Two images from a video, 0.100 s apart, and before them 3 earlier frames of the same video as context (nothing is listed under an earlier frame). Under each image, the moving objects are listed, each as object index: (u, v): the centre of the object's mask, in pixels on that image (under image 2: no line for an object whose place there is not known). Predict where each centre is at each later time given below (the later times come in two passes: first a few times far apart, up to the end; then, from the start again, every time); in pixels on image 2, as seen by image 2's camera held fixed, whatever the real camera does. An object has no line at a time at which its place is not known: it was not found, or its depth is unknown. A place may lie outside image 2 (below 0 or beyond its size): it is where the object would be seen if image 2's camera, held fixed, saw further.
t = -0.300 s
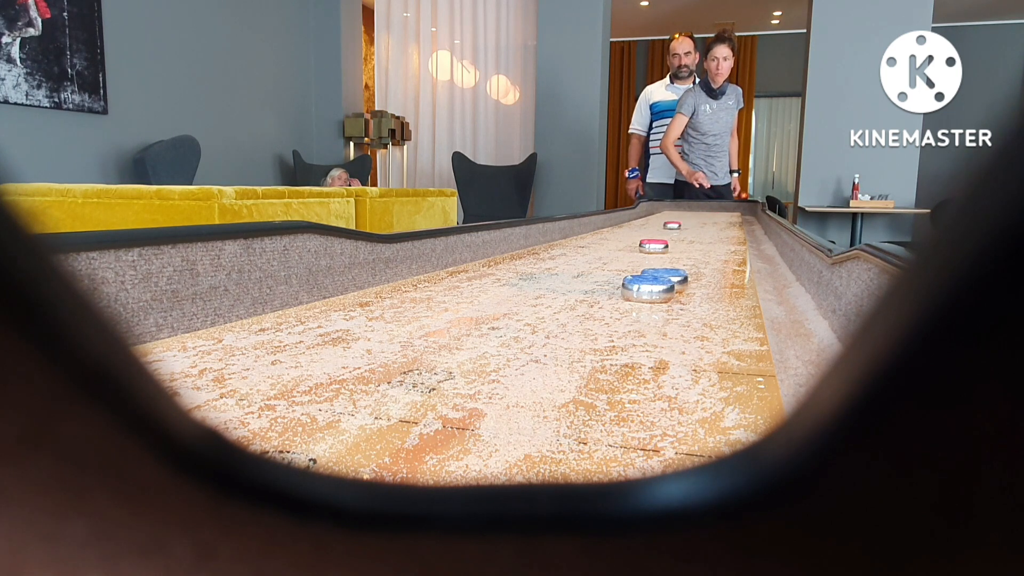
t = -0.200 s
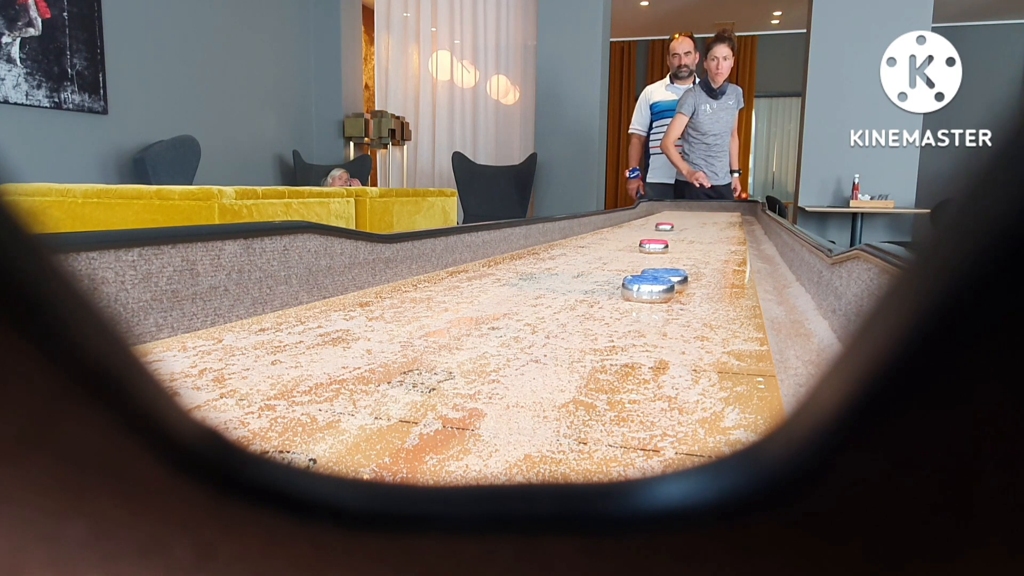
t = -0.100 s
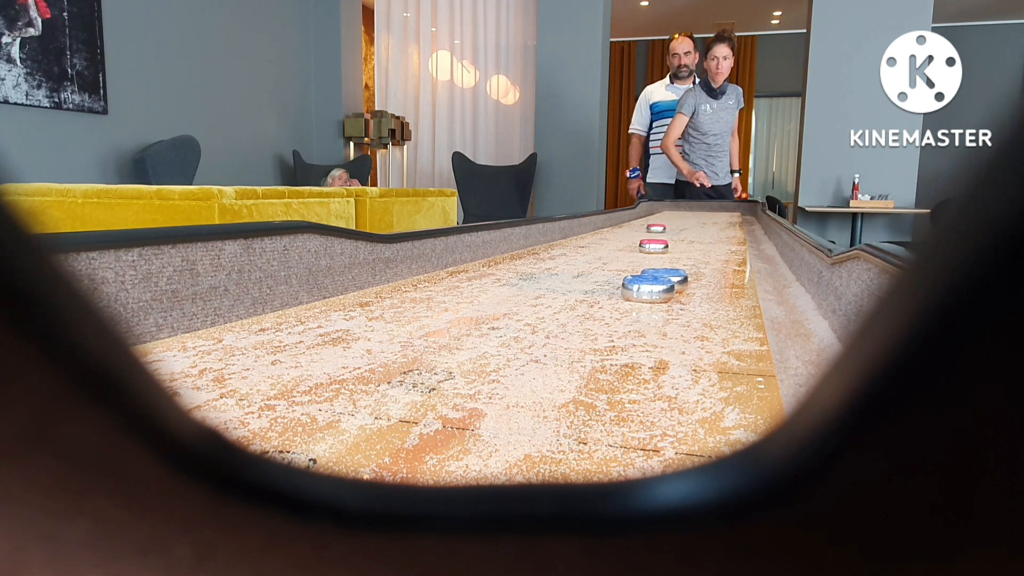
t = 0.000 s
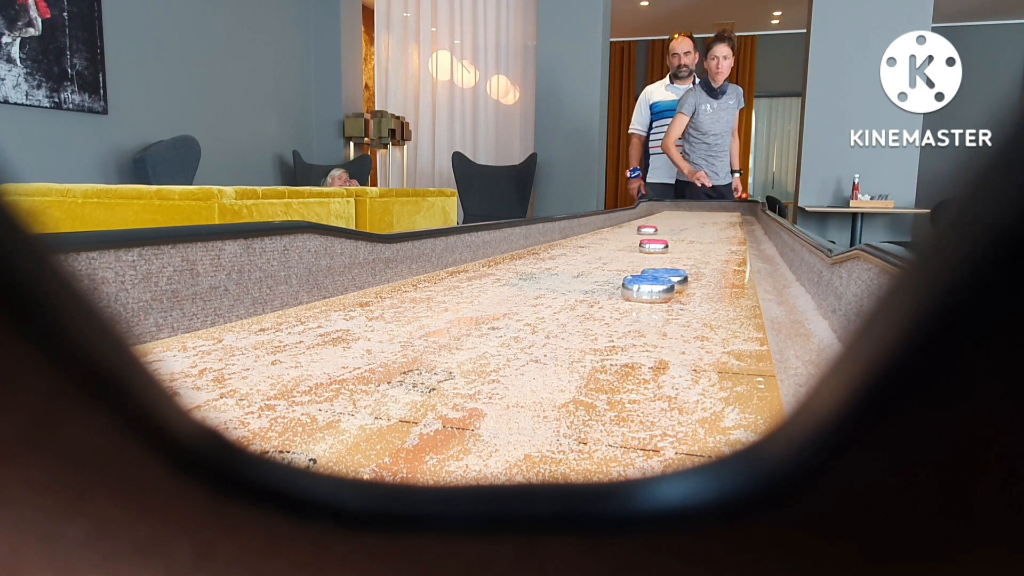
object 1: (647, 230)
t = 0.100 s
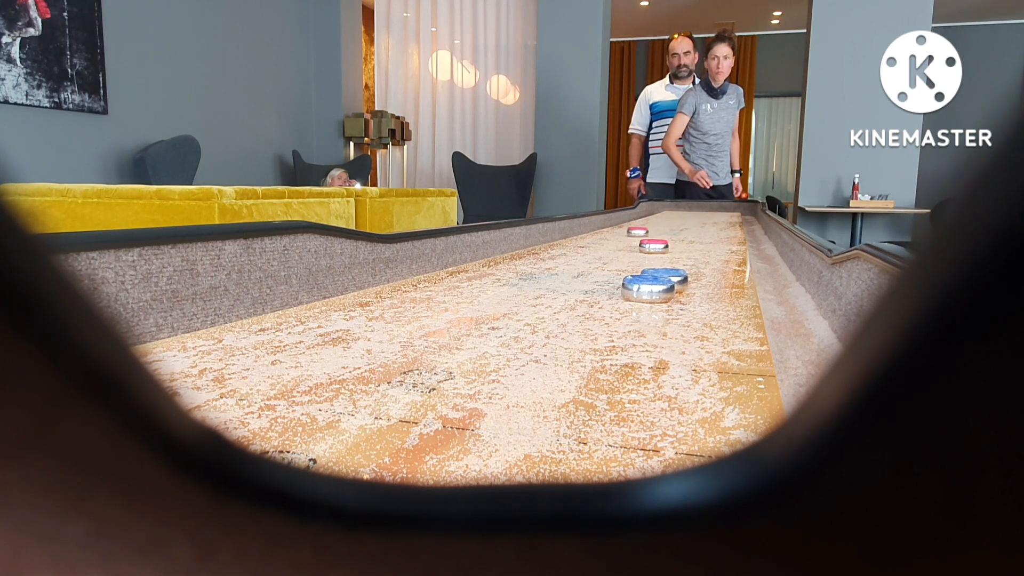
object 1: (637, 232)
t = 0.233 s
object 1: (623, 234)
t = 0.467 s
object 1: (596, 240)
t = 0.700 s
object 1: (563, 248)
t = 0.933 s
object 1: (523, 257)
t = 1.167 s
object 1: (476, 272)
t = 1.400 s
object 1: (415, 293)
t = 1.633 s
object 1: (330, 329)
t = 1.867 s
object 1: (204, 388)
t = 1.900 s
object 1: (188, 392)
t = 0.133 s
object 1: (634, 232)
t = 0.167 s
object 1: (630, 233)
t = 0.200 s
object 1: (627, 234)
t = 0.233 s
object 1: (623, 234)
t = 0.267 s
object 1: (620, 235)
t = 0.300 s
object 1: (616, 236)
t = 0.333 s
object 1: (612, 237)
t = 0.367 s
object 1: (608, 237)
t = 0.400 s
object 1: (604, 238)
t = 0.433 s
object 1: (600, 239)
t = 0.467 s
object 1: (596, 240)
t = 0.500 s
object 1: (591, 241)
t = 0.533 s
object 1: (587, 242)
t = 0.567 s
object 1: (582, 243)
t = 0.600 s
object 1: (578, 244)
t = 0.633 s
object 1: (573, 245)
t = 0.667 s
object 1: (568, 246)
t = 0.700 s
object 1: (563, 248)
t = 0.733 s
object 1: (558, 249)
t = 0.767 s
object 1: (552, 250)
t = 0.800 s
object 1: (546, 251)
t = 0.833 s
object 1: (541, 253)
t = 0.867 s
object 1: (535, 254)
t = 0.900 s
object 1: (530, 256)
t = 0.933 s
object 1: (523, 257)
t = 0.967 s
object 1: (517, 259)
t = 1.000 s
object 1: (510, 261)
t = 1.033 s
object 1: (503, 263)
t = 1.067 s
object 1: (498, 265)
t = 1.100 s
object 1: (491, 268)
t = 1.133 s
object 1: (483, 269)
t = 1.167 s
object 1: (476, 272)
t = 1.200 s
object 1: (468, 275)
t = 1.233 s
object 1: (460, 277)
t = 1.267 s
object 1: (453, 280)
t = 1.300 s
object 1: (444, 283)
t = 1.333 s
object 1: (435, 286)
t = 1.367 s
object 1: (425, 290)
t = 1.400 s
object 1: (415, 293)
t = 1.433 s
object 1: (405, 298)
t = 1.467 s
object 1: (394, 302)
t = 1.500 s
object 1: (383, 307)
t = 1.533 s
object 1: (370, 312)
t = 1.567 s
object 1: (358, 317)
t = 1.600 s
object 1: (345, 323)
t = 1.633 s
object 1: (330, 329)
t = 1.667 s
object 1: (314, 336)
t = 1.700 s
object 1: (296, 344)
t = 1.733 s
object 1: (277, 352)
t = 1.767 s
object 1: (257, 362)
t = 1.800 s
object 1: (234, 373)
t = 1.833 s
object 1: (214, 381)
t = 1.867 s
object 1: (204, 388)
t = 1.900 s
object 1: (188, 392)
